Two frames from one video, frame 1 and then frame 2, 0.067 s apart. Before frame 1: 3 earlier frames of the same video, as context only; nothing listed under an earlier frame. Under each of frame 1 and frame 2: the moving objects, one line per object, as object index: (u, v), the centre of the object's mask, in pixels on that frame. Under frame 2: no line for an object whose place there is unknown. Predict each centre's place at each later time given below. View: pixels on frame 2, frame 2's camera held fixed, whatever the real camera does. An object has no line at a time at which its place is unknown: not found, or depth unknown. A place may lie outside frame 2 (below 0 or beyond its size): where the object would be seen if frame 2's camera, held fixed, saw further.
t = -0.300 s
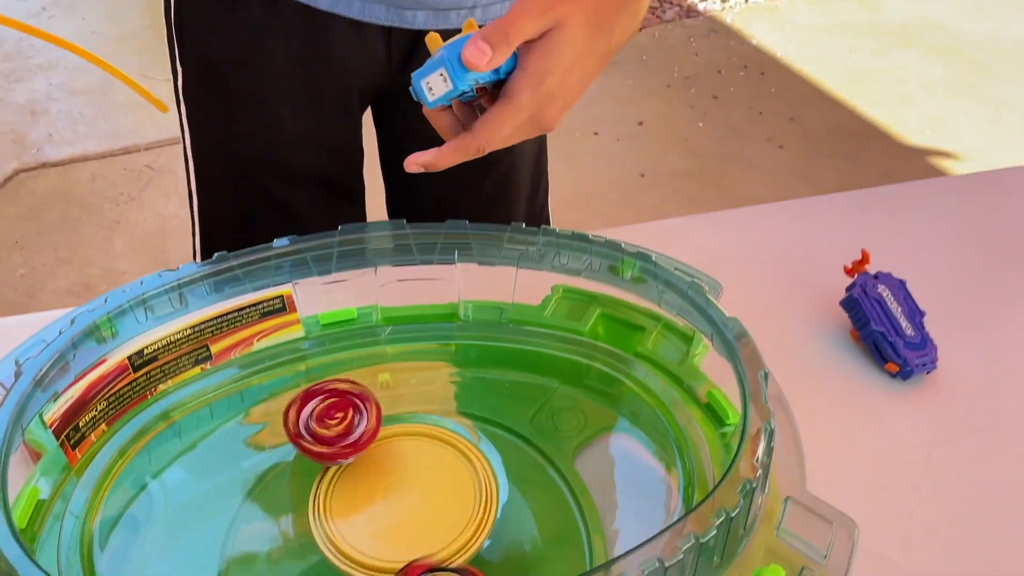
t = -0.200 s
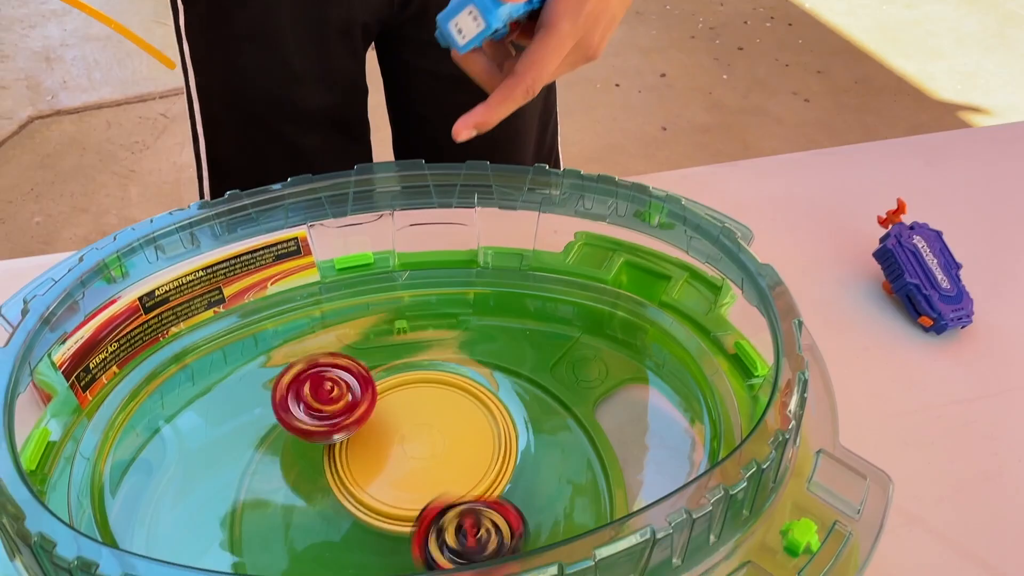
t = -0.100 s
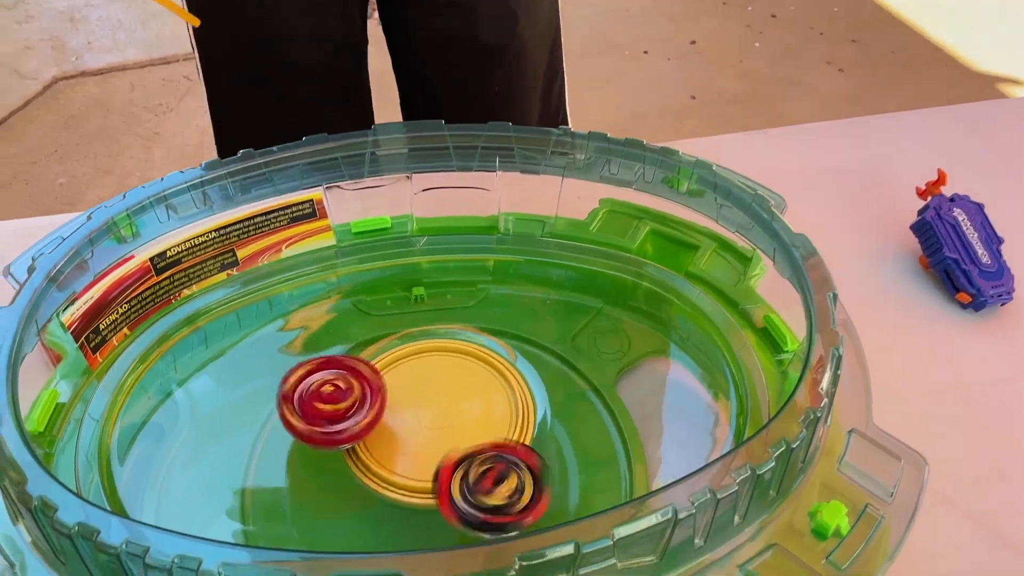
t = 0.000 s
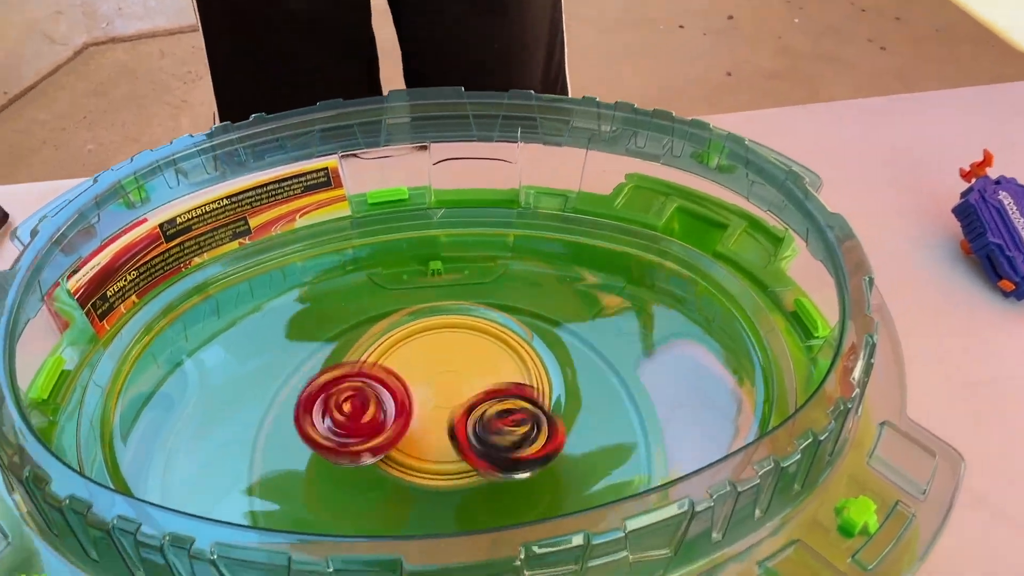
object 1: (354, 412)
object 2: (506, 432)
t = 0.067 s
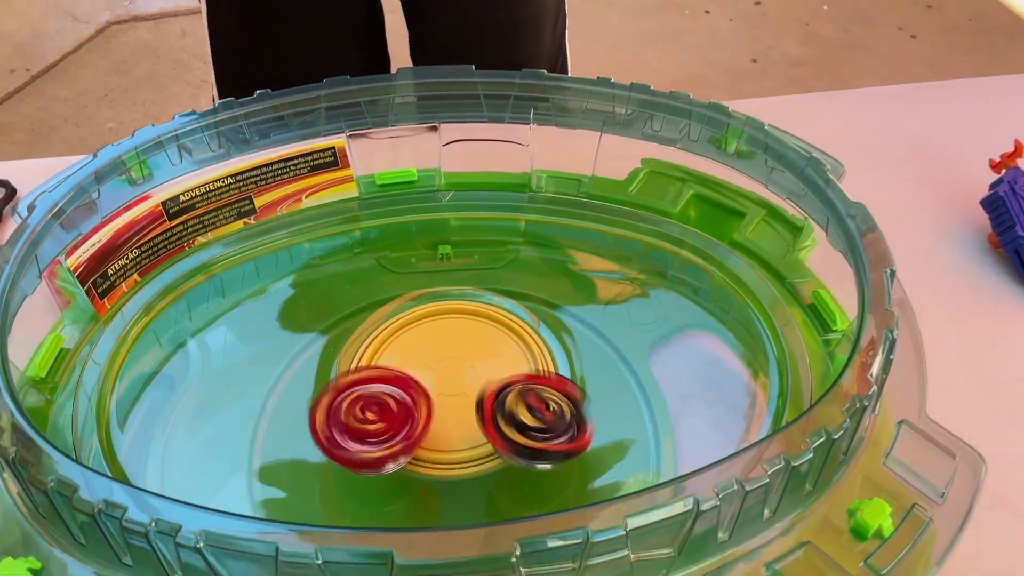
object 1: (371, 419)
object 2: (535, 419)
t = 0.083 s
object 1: (378, 424)
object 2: (540, 417)
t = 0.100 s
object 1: (383, 427)
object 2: (541, 413)
